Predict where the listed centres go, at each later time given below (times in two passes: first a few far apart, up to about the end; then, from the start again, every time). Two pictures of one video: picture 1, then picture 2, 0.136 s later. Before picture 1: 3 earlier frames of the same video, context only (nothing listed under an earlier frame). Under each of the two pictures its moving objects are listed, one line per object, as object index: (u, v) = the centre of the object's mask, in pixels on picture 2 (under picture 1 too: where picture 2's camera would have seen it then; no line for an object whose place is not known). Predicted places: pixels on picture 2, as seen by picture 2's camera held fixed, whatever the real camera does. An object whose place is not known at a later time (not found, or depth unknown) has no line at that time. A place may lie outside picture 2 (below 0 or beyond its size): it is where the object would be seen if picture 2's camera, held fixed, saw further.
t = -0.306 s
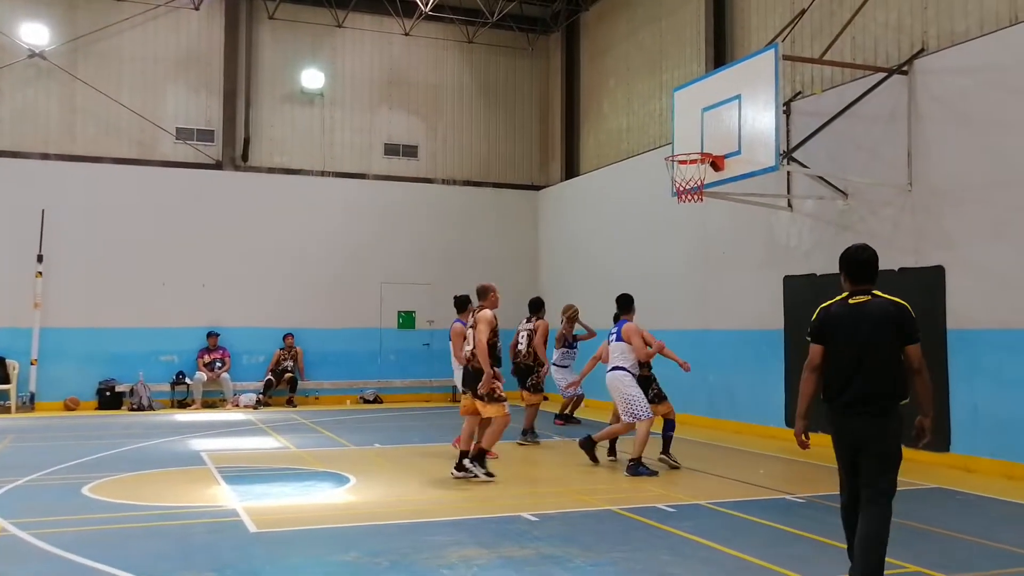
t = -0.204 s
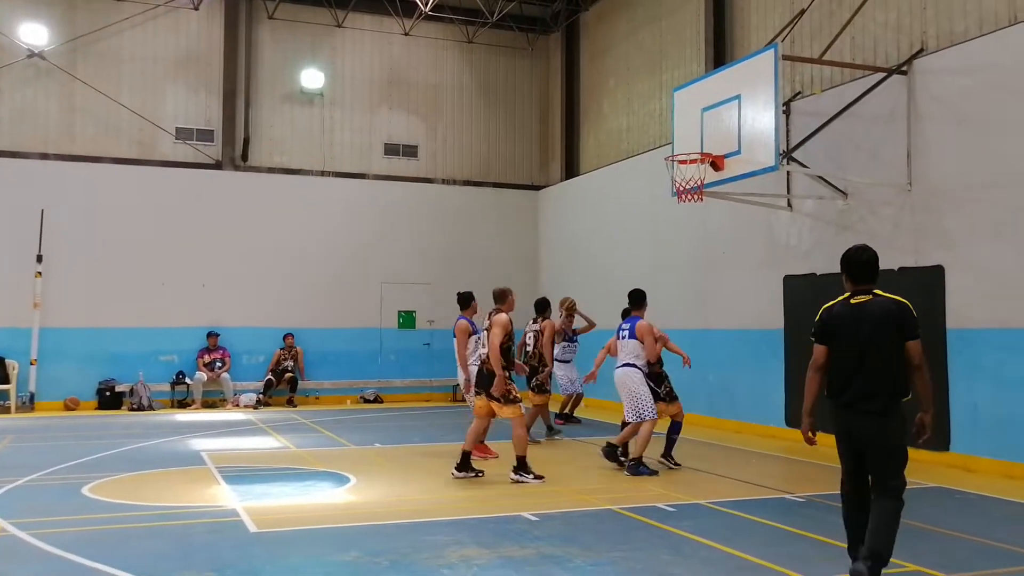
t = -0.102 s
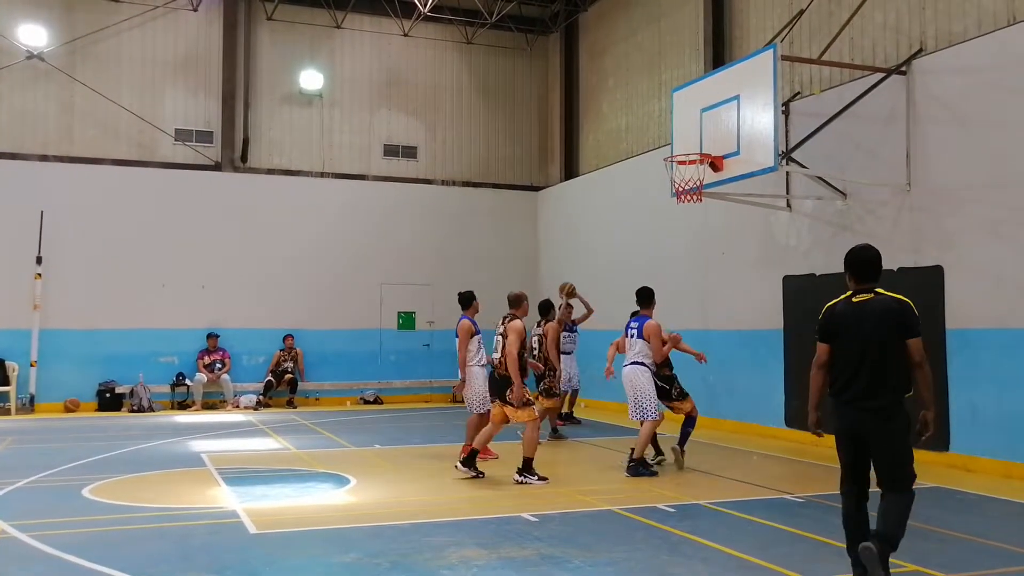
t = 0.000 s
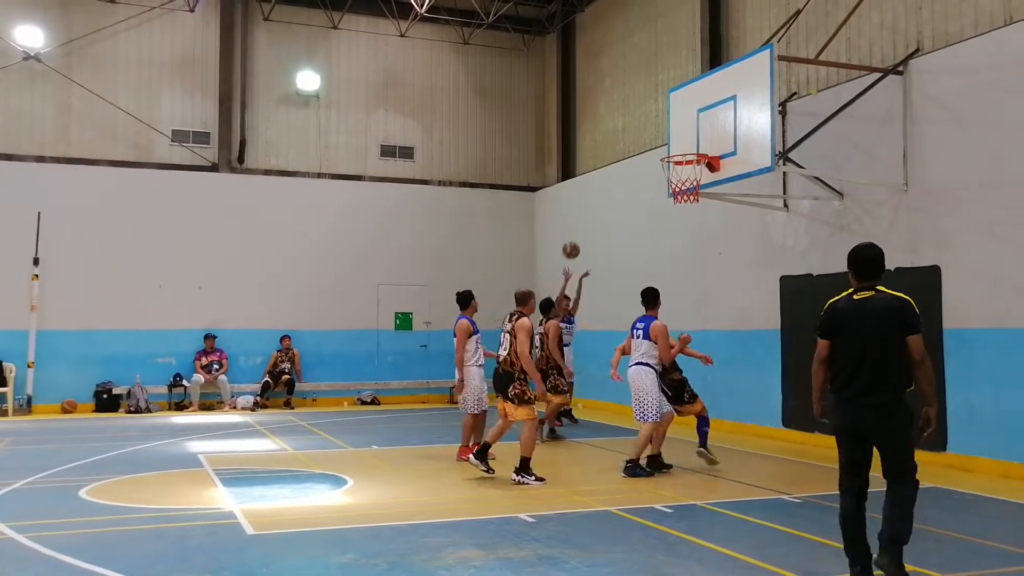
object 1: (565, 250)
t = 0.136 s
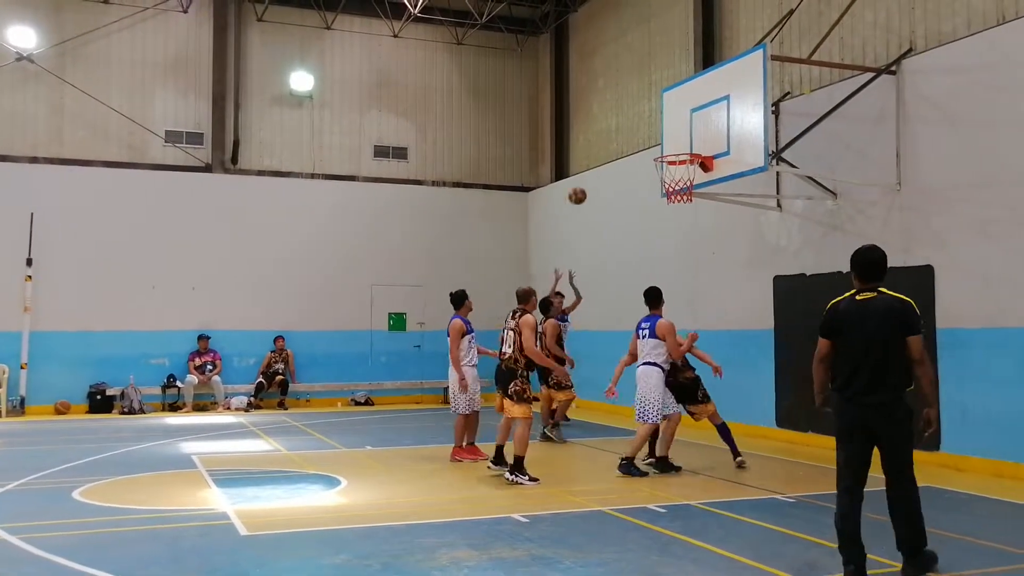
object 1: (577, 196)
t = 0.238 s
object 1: (588, 162)
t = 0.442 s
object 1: (610, 111)
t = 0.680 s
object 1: (640, 90)
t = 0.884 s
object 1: (670, 112)
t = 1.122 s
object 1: (693, 120)
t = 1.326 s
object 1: (702, 110)
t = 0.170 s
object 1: (580, 184)
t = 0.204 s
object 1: (584, 172)
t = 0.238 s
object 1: (588, 162)
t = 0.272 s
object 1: (592, 151)
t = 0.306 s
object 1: (595, 142)
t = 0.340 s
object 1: (599, 133)
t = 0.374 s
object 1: (603, 125)
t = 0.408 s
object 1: (607, 117)
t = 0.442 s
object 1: (610, 111)
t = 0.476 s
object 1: (615, 106)
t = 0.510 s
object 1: (619, 101)
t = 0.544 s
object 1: (623, 96)
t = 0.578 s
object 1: (627, 93)
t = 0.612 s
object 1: (631, 92)
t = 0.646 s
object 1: (636, 90)
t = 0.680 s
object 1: (640, 90)
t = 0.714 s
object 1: (645, 91)
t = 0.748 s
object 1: (650, 93)
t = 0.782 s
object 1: (655, 96)
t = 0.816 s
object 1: (659, 100)
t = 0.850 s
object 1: (665, 106)
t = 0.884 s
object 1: (670, 112)
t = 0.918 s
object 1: (675, 120)
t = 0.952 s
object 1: (681, 129)
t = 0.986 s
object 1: (687, 140)
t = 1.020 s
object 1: (689, 139)
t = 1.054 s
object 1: (690, 132)
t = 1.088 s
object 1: (692, 125)
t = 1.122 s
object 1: (693, 120)
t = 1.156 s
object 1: (695, 116)
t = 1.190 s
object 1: (696, 112)
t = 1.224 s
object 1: (697, 110)
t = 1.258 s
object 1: (699, 109)
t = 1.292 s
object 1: (700, 109)
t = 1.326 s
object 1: (702, 110)
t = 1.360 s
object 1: (703, 113)
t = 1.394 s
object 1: (705, 117)
